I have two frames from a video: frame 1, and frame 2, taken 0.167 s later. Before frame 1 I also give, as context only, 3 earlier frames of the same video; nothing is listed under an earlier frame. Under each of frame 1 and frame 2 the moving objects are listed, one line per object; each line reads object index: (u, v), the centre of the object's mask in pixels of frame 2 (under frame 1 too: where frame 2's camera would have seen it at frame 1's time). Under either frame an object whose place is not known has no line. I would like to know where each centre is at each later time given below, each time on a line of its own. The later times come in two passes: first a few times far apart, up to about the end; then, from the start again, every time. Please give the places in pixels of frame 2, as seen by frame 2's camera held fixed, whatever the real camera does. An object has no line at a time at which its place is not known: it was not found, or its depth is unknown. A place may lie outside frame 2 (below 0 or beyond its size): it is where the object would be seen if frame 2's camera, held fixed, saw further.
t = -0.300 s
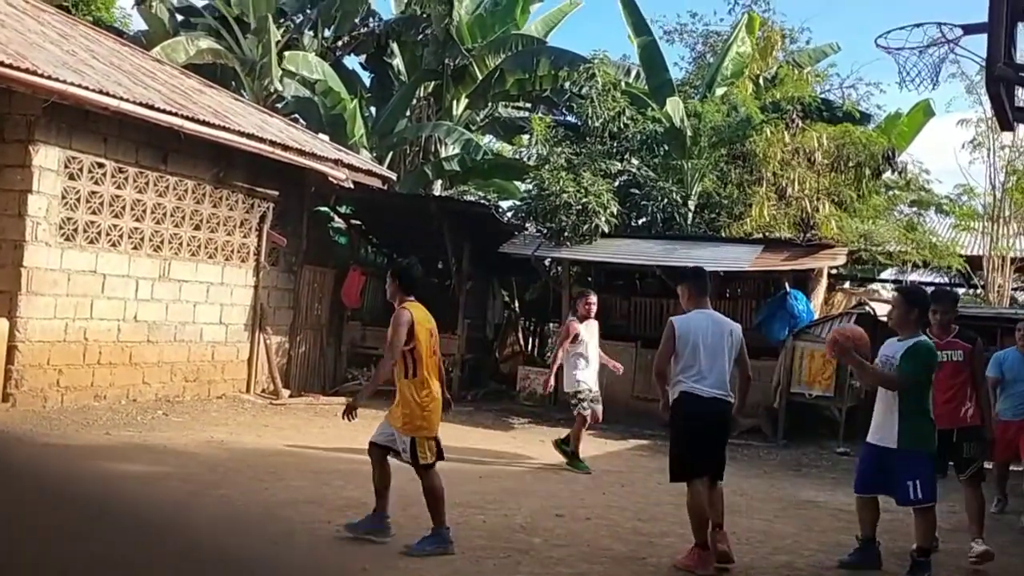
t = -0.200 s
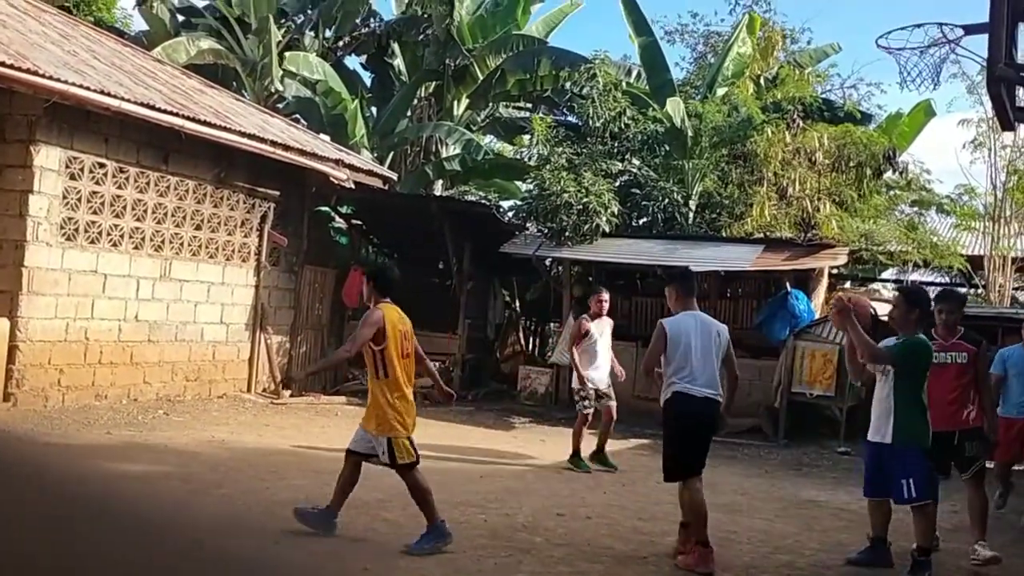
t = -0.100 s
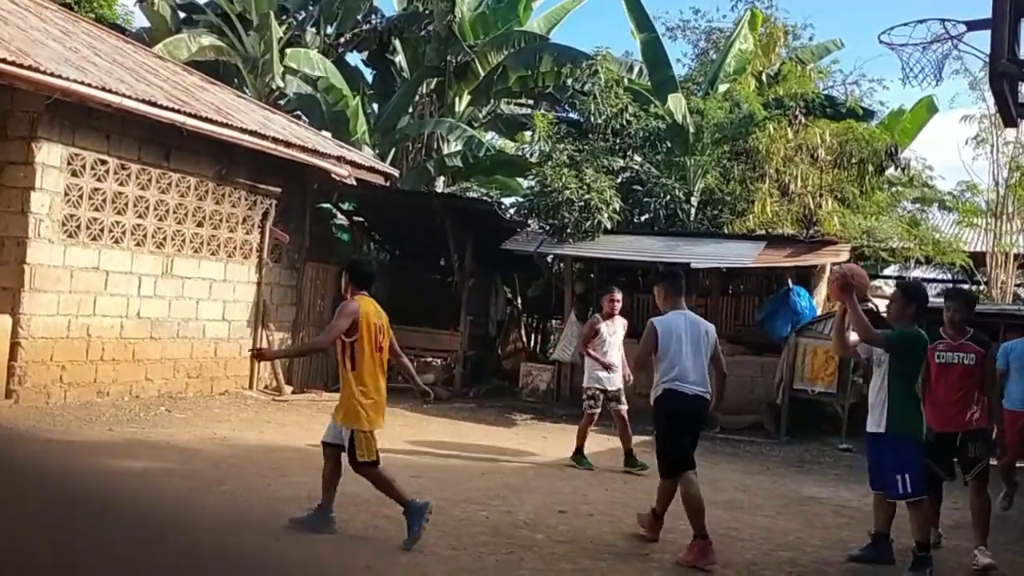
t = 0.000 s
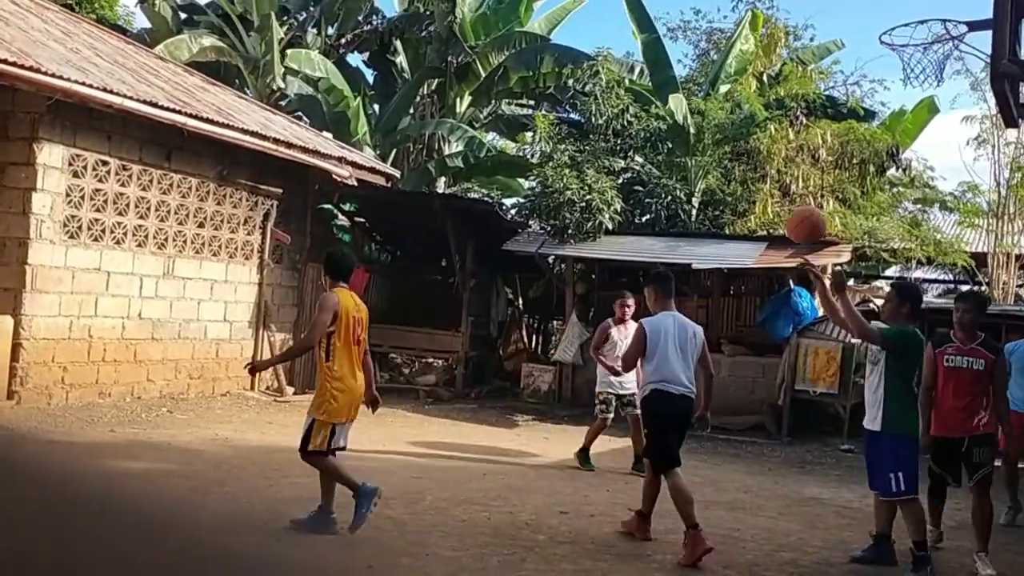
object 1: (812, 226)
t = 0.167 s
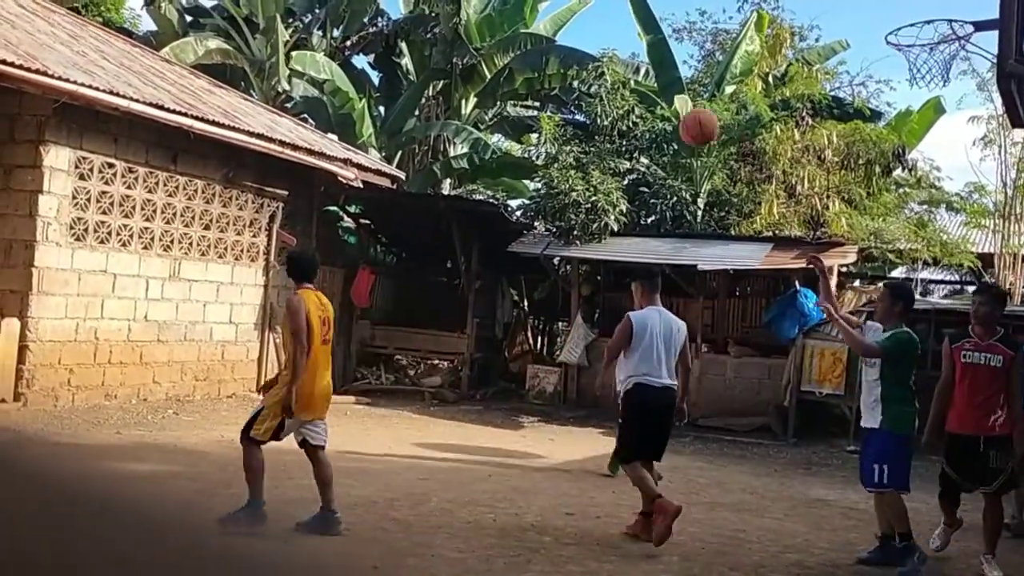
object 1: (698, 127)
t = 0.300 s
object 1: (609, 82)
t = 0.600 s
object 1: (414, 81)
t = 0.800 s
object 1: (286, 156)
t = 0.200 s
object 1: (677, 112)
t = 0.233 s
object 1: (654, 100)
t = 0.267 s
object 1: (632, 91)
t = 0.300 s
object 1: (609, 82)
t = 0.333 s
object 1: (588, 74)
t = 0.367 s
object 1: (565, 69)
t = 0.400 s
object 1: (544, 66)
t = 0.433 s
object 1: (522, 64)
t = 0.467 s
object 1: (500, 64)
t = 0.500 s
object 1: (478, 66)
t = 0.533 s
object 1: (457, 69)
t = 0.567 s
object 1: (436, 74)
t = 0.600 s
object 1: (414, 81)
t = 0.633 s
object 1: (393, 89)
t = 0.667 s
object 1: (372, 100)
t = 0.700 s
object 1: (350, 111)
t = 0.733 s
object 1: (329, 124)
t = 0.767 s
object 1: (306, 139)
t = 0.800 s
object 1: (286, 156)
